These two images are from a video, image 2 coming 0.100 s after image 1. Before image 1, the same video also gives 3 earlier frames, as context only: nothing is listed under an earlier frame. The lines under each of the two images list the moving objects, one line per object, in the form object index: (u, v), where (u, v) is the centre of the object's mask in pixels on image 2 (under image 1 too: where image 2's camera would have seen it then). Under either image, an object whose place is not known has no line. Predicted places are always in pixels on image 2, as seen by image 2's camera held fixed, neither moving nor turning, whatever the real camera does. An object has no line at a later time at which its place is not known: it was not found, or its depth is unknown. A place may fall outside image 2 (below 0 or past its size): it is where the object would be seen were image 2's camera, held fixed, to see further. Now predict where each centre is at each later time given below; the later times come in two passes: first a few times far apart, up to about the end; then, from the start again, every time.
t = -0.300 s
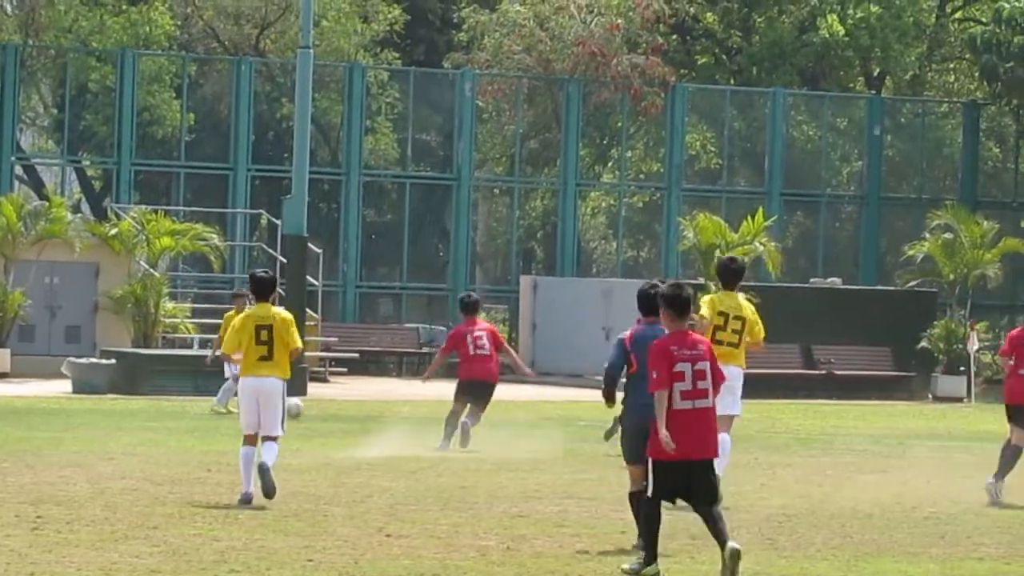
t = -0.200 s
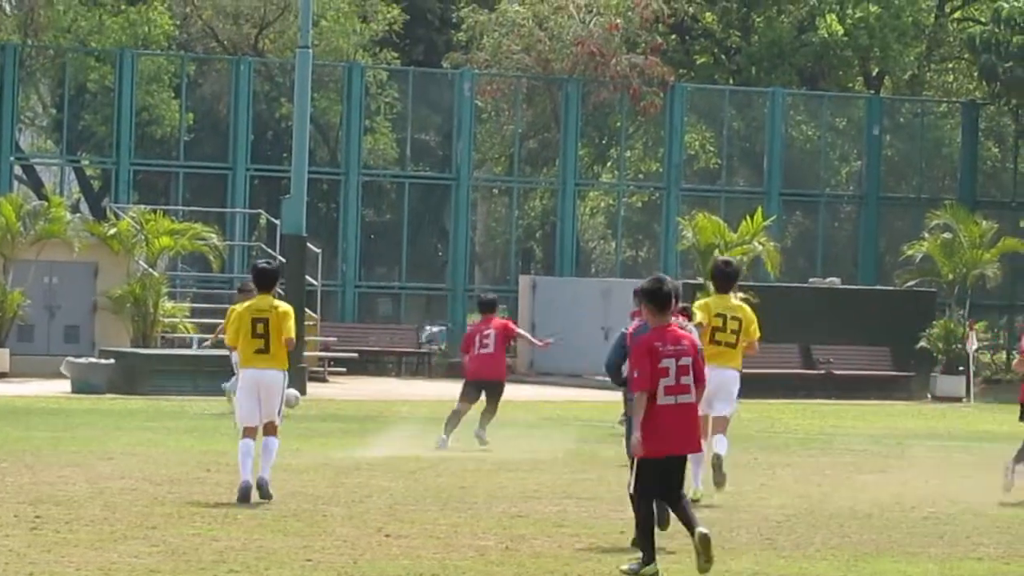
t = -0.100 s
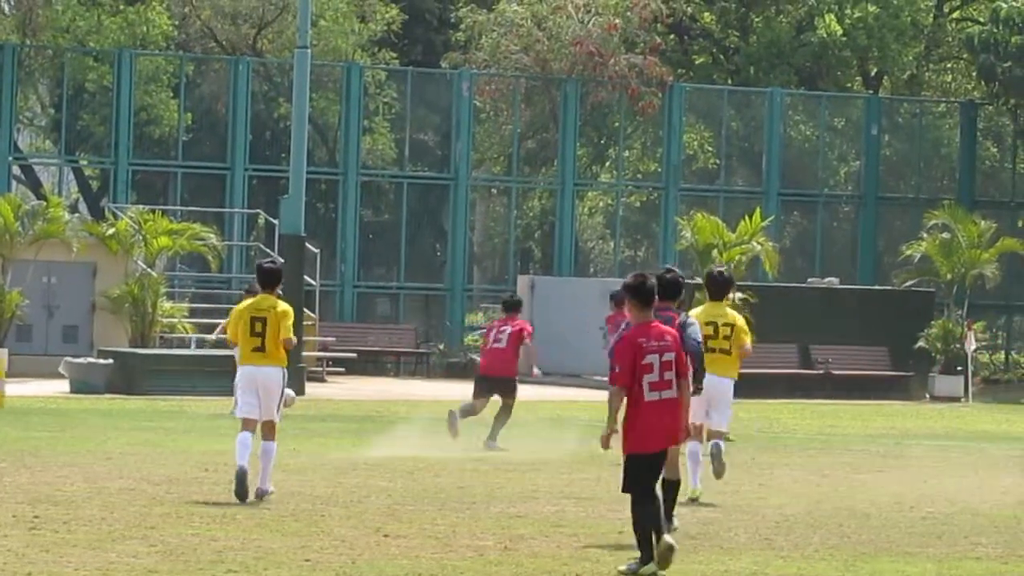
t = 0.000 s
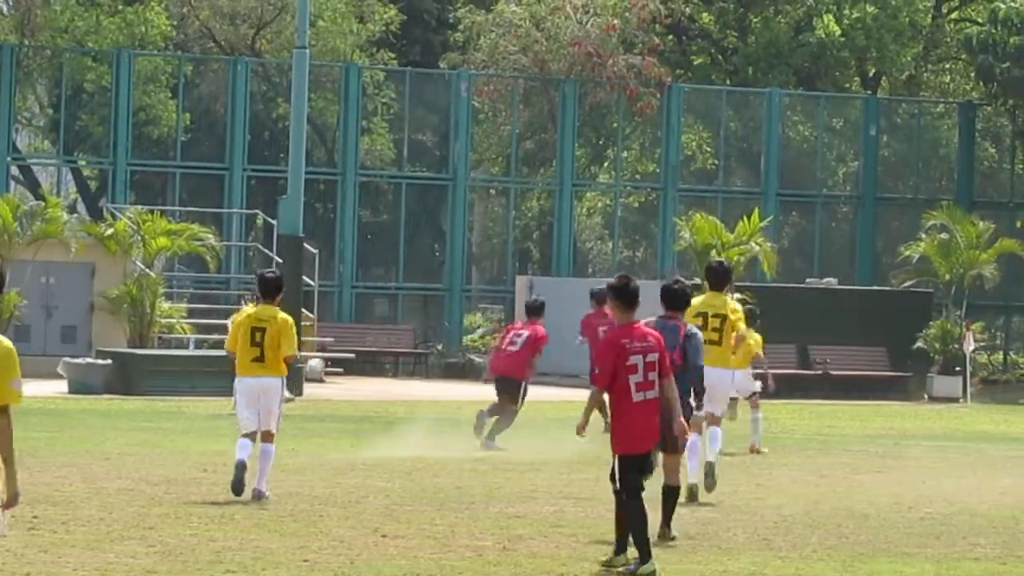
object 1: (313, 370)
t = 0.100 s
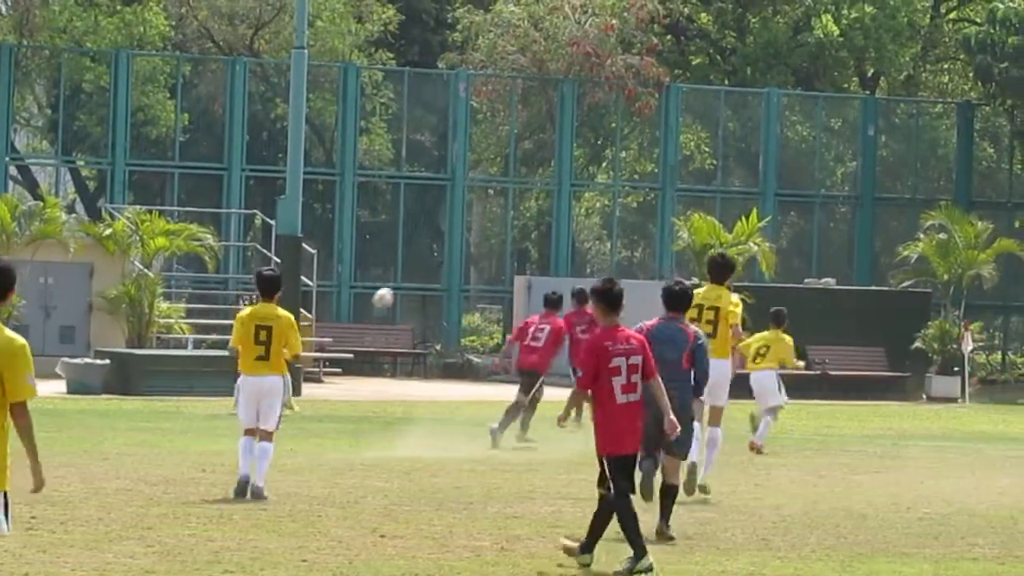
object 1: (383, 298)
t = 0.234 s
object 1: (478, 217)
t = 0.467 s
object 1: (644, 110)
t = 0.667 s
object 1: (788, 53)
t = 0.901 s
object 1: (957, 31)
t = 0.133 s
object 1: (407, 275)
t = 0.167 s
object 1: (430, 256)
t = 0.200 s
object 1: (454, 236)
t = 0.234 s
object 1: (478, 217)
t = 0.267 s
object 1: (502, 198)
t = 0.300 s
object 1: (526, 181)
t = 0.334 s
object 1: (549, 165)
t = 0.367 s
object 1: (573, 150)
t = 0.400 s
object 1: (597, 136)
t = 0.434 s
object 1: (620, 123)
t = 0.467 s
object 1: (644, 110)
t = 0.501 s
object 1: (668, 98)
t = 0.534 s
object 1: (692, 88)
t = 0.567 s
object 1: (716, 77)
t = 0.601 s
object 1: (740, 69)
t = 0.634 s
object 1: (765, 61)
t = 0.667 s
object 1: (788, 53)
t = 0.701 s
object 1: (812, 47)
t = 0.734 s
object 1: (836, 42)
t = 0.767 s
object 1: (860, 37)
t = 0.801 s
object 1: (884, 35)
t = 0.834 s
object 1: (909, 33)
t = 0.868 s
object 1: (933, 31)
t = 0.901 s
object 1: (957, 31)
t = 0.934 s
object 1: (983, 32)
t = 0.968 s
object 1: (1007, 33)
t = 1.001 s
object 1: (1031, 36)
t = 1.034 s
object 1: (1055, 39)
